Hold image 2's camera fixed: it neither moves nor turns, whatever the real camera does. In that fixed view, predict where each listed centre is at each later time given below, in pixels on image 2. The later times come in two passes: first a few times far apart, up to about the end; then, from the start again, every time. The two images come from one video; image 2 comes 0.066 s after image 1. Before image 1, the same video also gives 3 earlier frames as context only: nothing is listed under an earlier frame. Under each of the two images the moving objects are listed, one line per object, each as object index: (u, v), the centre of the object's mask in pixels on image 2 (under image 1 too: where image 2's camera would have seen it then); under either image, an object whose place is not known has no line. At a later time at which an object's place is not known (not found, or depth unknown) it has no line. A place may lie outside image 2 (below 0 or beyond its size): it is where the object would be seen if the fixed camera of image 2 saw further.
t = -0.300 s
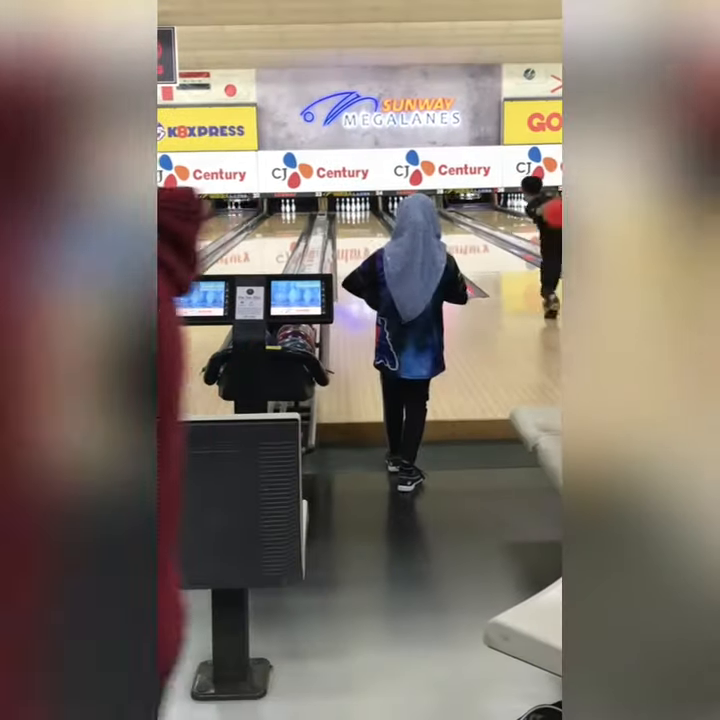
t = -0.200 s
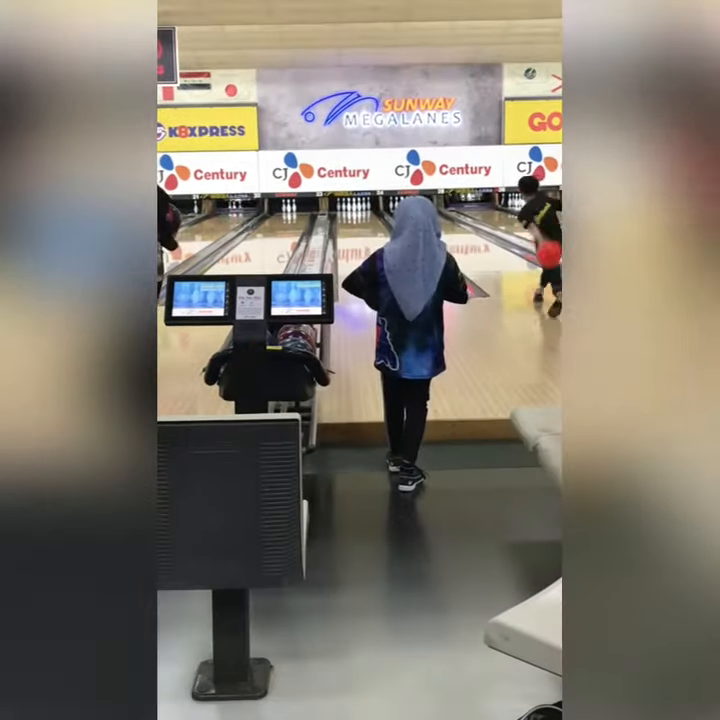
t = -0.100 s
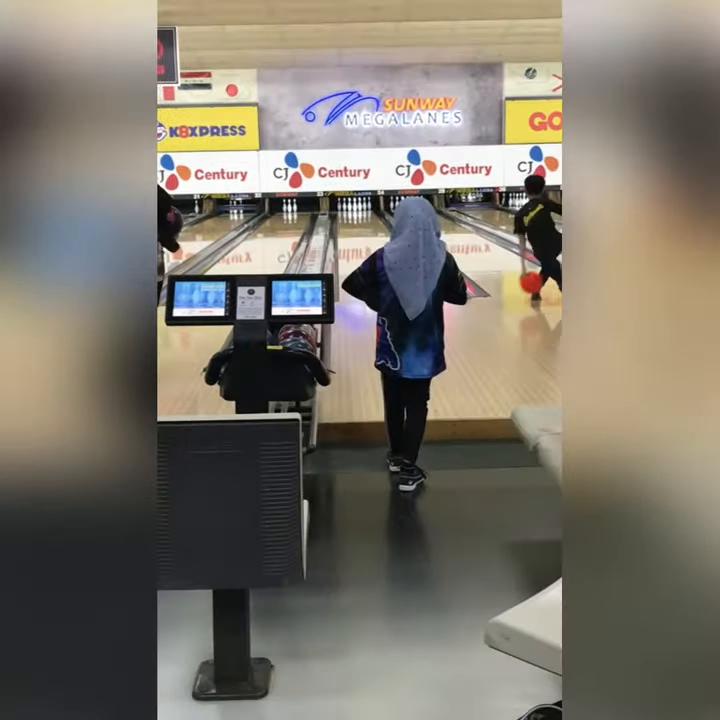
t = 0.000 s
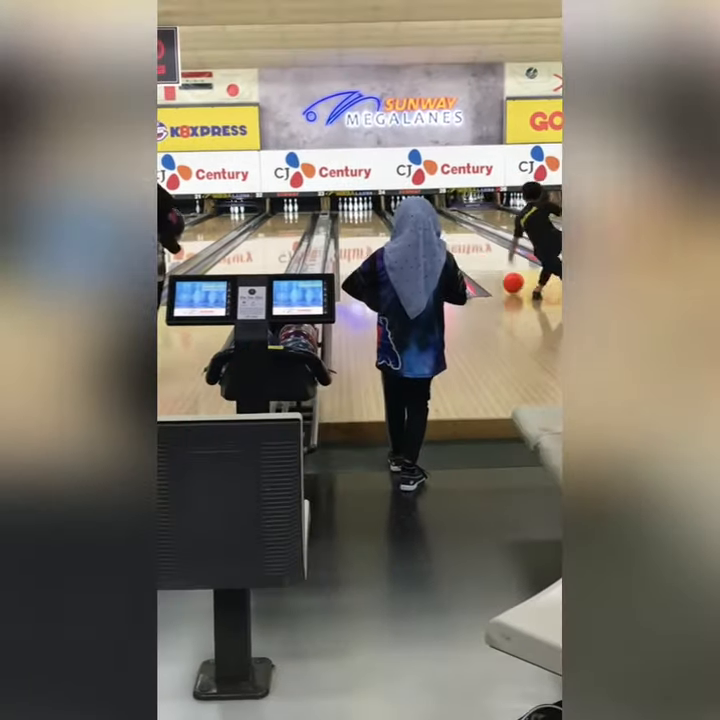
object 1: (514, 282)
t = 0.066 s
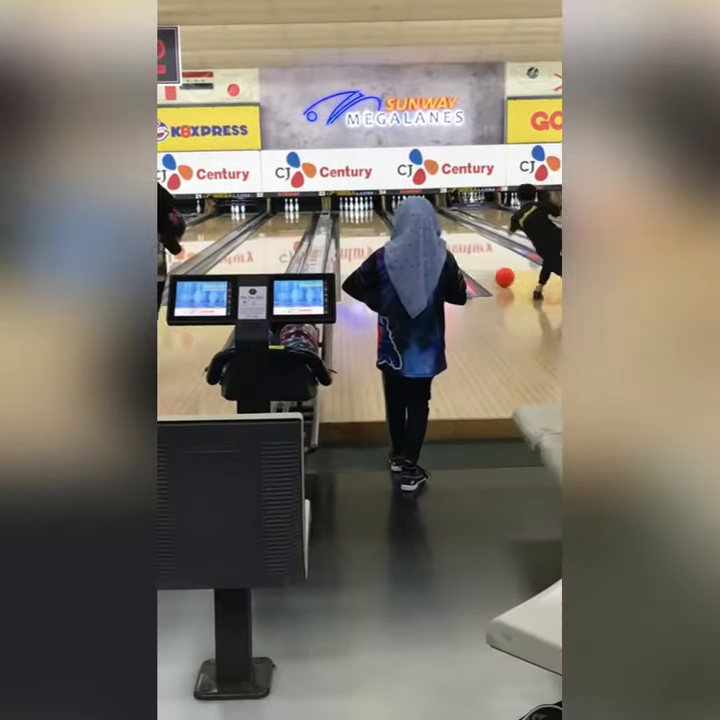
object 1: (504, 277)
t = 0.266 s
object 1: (481, 262)
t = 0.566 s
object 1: (456, 246)
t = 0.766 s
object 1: (445, 237)
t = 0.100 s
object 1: (500, 274)
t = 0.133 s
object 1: (496, 272)
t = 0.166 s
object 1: (492, 269)
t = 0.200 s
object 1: (488, 267)
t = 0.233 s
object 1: (484, 265)
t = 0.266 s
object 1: (481, 262)
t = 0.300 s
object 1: (478, 260)
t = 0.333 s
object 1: (475, 258)
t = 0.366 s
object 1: (472, 257)
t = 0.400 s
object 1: (469, 255)
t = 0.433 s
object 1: (466, 252)
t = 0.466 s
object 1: (463, 251)
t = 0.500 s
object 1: (461, 249)
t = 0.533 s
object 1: (458, 248)
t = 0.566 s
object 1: (456, 246)
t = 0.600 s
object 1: (454, 245)
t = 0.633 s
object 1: (452, 243)
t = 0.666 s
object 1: (450, 242)
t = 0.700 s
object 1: (448, 240)
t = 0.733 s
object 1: (446, 239)
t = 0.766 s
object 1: (445, 237)
